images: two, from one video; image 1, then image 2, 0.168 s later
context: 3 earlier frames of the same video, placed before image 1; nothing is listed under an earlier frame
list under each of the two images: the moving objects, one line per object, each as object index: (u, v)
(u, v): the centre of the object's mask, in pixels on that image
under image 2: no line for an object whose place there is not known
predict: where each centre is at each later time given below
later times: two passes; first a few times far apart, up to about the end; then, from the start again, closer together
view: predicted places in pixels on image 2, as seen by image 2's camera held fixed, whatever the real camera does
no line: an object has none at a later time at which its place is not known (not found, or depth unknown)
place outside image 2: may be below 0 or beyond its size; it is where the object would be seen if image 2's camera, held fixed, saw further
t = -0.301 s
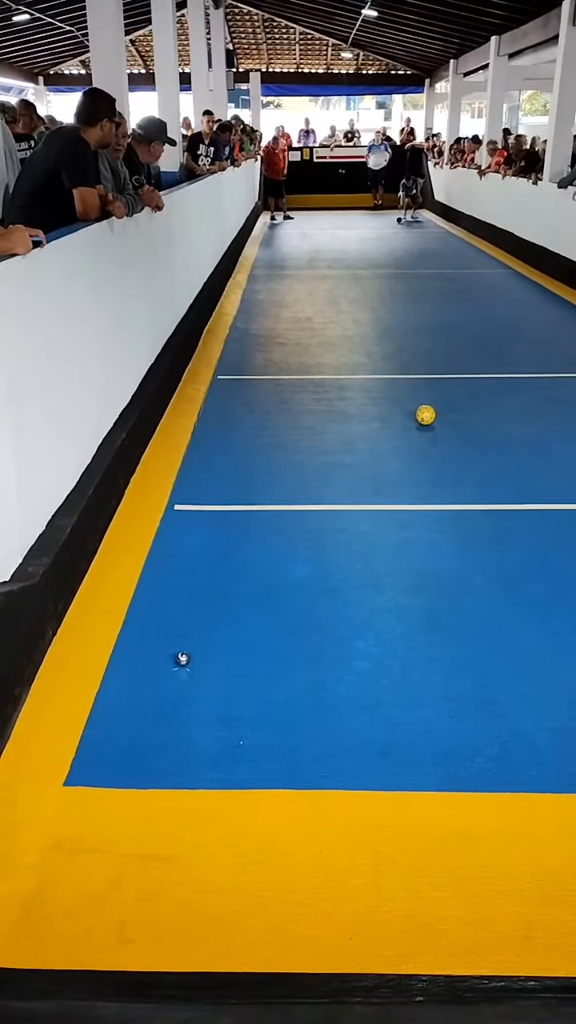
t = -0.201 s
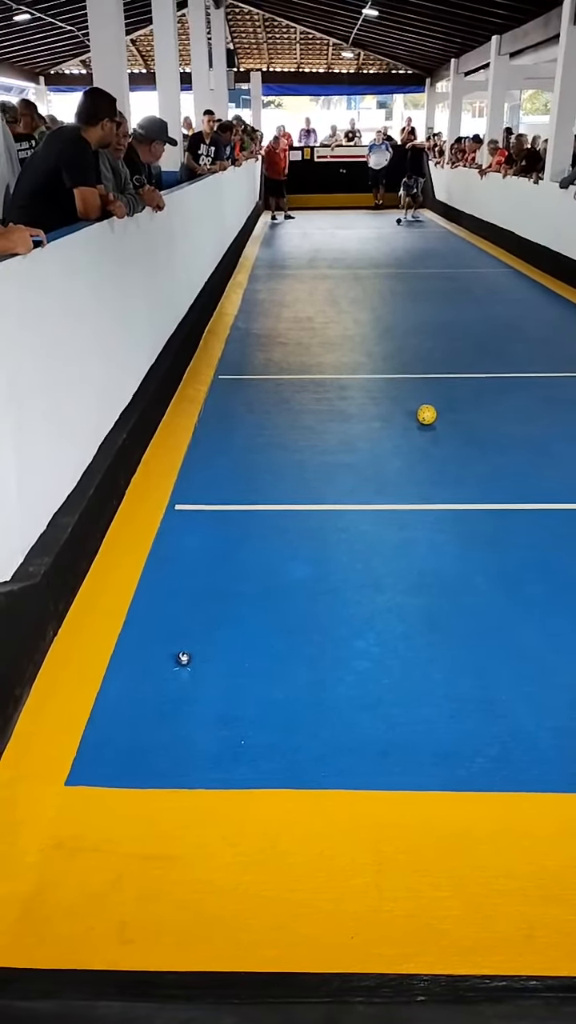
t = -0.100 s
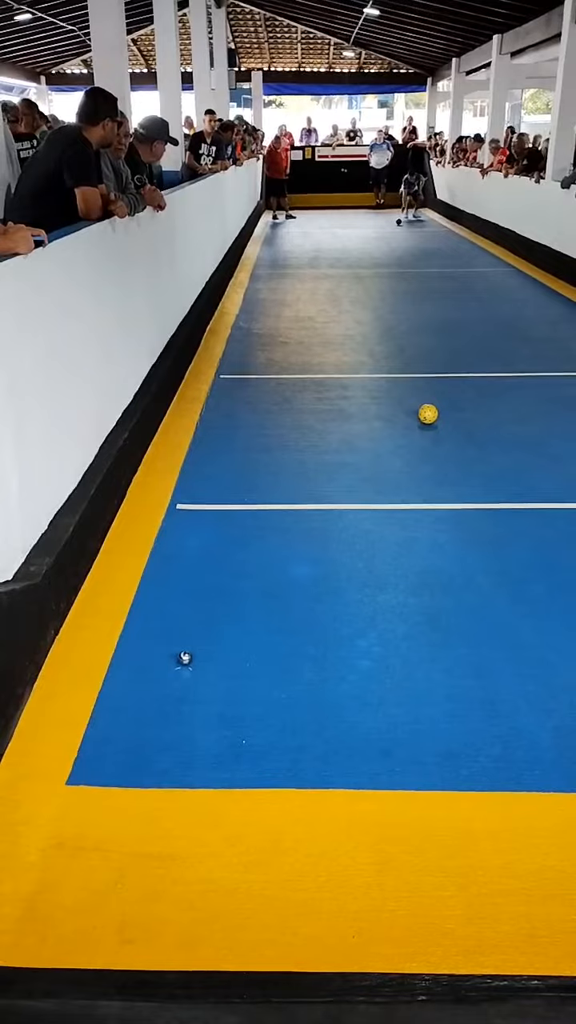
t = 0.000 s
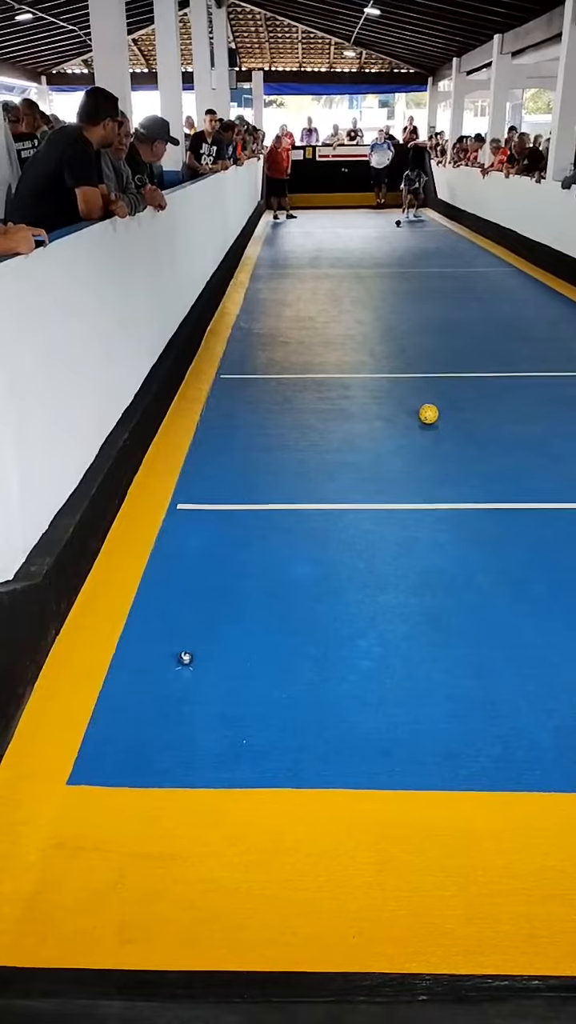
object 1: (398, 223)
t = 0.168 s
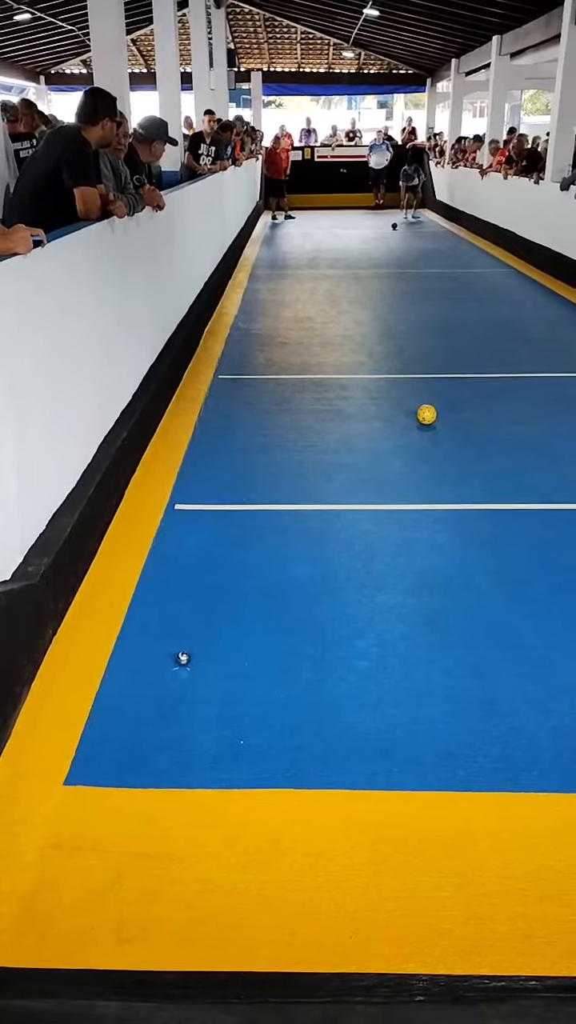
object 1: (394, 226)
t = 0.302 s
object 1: (392, 228)
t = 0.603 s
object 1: (388, 232)
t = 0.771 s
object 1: (386, 235)
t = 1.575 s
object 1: (373, 248)
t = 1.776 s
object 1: (370, 251)
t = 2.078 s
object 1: (365, 257)
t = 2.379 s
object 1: (359, 263)
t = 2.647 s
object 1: (354, 268)
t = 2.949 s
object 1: (347, 275)
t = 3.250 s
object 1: (341, 283)
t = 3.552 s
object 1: (334, 290)
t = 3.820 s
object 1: (327, 298)
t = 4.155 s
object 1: (318, 308)
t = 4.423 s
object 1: (309, 317)
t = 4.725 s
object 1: (301, 327)
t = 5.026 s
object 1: (292, 339)
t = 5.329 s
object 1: (283, 351)
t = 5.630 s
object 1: (274, 365)
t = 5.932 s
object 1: (264, 379)
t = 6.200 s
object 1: (255, 393)
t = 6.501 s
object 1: (244, 409)
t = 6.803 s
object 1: (235, 427)
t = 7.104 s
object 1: (229, 446)
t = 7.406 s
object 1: (223, 466)
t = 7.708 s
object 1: (216, 488)
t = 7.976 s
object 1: (211, 509)
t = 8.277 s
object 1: (205, 533)
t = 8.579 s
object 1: (201, 558)
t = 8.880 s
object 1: (196, 584)
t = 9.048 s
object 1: (194, 599)
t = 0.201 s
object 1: (394, 227)
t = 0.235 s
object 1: (393, 228)
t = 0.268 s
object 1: (392, 228)
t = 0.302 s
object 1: (392, 228)
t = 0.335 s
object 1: (392, 229)
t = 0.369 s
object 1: (391, 229)
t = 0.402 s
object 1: (391, 230)
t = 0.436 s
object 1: (390, 230)
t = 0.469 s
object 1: (390, 230)
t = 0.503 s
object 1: (390, 231)
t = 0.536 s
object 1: (389, 232)
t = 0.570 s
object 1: (389, 232)
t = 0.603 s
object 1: (388, 232)
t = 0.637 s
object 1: (388, 233)
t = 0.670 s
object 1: (387, 233)
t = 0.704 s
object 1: (387, 234)
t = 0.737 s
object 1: (386, 234)
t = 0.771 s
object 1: (386, 235)
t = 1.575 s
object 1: (373, 248)
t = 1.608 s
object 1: (372, 248)
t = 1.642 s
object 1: (372, 249)
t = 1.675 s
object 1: (371, 249)
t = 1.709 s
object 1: (371, 250)
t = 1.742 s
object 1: (370, 251)
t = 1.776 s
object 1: (370, 251)
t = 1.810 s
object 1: (369, 252)
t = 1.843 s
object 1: (369, 253)
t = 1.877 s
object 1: (368, 253)
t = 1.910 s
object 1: (368, 254)
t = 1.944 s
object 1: (367, 254)
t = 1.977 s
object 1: (367, 255)
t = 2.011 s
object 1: (366, 256)
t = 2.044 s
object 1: (365, 256)
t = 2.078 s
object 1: (365, 257)
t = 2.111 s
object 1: (364, 258)
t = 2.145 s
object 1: (363, 258)
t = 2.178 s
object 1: (363, 259)
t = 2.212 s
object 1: (362, 259)
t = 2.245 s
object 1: (362, 260)
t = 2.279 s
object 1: (361, 261)
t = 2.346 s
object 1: (360, 262)
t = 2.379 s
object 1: (359, 263)
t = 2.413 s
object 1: (359, 264)
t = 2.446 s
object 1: (358, 264)
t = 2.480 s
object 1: (357, 265)
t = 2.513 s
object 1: (357, 265)
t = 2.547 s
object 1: (356, 266)
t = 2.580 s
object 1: (355, 267)
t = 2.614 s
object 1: (354, 268)
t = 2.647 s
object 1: (354, 268)
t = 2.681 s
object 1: (353, 269)
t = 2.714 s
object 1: (353, 270)
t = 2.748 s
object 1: (352, 271)
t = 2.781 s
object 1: (351, 271)
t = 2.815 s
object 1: (350, 272)
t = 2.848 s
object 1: (350, 273)
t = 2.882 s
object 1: (349, 273)
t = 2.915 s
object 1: (348, 274)
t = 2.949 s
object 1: (347, 275)
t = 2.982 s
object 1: (347, 276)
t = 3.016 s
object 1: (346, 277)
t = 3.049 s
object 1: (345, 277)
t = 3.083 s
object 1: (345, 278)
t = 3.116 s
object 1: (344, 279)
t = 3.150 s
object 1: (343, 280)
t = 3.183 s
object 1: (342, 281)
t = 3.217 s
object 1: (341, 282)
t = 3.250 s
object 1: (341, 283)
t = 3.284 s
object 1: (340, 284)
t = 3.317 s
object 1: (339, 284)
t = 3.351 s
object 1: (339, 285)
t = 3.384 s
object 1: (338, 286)
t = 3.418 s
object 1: (337, 287)
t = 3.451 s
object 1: (336, 288)
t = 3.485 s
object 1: (335, 289)
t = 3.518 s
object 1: (334, 289)
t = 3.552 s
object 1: (334, 290)
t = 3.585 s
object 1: (333, 291)
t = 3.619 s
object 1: (332, 292)
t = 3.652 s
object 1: (331, 293)
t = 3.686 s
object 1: (330, 294)
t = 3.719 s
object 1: (329, 295)
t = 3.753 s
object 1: (329, 296)
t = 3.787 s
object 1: (328, 297)
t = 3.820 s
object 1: (327, 298)
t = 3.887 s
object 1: (325, 300)
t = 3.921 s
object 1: (324, 301)
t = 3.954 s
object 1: (323, 302)
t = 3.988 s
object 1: (322, 303)
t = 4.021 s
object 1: (321, 304)
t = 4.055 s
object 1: (321, 305)
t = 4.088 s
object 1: (320, 306)
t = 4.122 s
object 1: (319, 307)
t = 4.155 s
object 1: (318, 308)
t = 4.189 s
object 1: (317, 308)
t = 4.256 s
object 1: (316, 311)
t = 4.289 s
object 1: (314, 313)
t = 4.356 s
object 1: (312, 315)
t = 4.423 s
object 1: (309, 317)
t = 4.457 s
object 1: (308, 318)
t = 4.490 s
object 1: (308, 319)
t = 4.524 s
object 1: (307, 321)
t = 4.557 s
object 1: (306, 322)
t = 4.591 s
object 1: (305, 323)
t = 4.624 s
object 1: (304, 324)
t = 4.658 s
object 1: (303, 325)
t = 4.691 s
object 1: (302, 326)
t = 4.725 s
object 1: (301, 327)
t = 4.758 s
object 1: (300, 329)
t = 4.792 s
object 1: (299, 330)
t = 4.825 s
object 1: (298, 331)
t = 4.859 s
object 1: (297, 333)
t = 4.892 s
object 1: (296, 334)
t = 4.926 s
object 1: (295, 335)
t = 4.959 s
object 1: (294, 336)
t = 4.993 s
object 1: (293, 338)
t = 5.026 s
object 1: (292, 339)
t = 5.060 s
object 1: (291, 340)
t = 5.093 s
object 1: (290, 342)
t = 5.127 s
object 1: (289, 343)
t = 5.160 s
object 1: (288, 345)
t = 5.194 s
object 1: (287, 346)
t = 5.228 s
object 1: (286, 347)
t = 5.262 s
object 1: (285, 349)
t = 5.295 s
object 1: (284, 350)
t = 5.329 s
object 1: (283, 351)
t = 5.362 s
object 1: (282, 353)
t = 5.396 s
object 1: (281, 355)
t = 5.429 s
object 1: (280, 356)
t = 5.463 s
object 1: (279, 357)
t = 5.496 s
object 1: (279, 359)
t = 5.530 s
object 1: (277, 361)
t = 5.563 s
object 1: (276, 362)
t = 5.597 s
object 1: (275, 364)
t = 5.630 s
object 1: (274, 365)
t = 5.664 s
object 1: (273, 367)
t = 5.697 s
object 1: (272, 368)
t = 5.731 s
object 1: (271, 370)
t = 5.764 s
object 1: (270, 371)
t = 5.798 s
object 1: (269, 373)
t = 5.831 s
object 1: (268, 374)
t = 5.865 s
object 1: (267, 376)
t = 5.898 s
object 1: (265, 378)
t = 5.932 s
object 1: (264, 379)
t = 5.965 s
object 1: (263, 381)
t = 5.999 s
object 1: (262, 383)
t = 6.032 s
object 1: (261, 384)
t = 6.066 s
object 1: (260, 386)
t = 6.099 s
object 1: (258, 388)
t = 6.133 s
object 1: (257, 389)
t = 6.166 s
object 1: (256, 391)
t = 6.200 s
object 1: (255, 393)
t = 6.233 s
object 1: (254, 395)
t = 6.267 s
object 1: (252, 397)
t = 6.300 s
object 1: (251, 399)
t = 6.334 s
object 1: (250, 400)
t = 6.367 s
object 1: (248, 402)
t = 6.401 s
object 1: (247, 404)
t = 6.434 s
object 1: (246, 406)
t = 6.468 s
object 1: (245, 407)
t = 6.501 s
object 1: (244, 409)
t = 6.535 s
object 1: (243, 411)
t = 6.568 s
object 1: (242, 413)
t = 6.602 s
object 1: (241, 415)
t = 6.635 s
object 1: (240, 417)
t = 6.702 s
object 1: (238, 421)
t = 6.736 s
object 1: (237, 423)
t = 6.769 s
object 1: (236, 425)
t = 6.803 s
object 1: (235, 427)
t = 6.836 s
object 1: (235, 429)
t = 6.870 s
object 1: (234, 431)
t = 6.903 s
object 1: (233, 433)
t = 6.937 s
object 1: (233, 435)
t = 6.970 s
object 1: (232, 438)
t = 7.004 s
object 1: (231, 440)
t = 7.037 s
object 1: (230, 442)
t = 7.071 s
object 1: (230, 444)
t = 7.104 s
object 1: (229, 446)
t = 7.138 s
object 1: (229, 448)
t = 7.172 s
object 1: (228, 451)
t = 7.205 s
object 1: (228, 453)
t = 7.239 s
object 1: (228, 455)
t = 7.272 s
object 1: (227, 457)
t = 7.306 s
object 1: (226, 459)
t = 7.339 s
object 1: (225, 462)
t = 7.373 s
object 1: (224, 464)
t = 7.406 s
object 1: (223, 466)
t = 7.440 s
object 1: (222, 468)
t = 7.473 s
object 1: (222, 471)
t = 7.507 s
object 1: (221, 473)
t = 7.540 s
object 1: (220, 476)
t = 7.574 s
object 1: (220, 478)
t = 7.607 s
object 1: (219, 480)
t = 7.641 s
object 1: (218, 483)
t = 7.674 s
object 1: (217, 486)
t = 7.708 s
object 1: (216, 488)
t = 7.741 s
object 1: (215, 491)
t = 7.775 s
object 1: (215, 493)
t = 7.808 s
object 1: (213, 496)
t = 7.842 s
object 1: (213, 498)
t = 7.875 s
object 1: (213, 501)
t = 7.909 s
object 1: (212, 504)
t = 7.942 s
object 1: (211, 507)
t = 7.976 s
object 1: (211, 509)
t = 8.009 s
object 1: (210, 511)
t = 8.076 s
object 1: (209, 517)
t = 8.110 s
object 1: (208, 519)
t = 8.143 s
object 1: (207, 522)
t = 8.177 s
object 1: (207, 525)
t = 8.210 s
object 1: (206, 527)
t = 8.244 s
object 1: (206, 530)
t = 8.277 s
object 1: (205, 533)
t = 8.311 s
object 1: (205, 535)
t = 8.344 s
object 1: (205, 538)
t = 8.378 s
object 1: (204, 541)
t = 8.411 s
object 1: (204, 544)
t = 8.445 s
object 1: (203, 547)
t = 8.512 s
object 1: (202, 552)
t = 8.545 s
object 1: (202, 556)
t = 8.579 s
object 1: (201, 558)
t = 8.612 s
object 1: (201, 561)
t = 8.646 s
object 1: (201, 564)
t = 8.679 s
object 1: (200, 566)
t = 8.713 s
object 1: (199, 569)
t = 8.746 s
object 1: (198, 573)
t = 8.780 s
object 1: (198, 575)
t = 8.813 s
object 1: (197, 578)
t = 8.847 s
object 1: (196, 581)
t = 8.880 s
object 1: (196, 584)
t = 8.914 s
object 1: (196, 587)
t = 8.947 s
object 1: (195, 590)
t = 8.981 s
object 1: (194, 593)
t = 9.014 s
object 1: (194, 596)
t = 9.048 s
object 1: (194, 599)
